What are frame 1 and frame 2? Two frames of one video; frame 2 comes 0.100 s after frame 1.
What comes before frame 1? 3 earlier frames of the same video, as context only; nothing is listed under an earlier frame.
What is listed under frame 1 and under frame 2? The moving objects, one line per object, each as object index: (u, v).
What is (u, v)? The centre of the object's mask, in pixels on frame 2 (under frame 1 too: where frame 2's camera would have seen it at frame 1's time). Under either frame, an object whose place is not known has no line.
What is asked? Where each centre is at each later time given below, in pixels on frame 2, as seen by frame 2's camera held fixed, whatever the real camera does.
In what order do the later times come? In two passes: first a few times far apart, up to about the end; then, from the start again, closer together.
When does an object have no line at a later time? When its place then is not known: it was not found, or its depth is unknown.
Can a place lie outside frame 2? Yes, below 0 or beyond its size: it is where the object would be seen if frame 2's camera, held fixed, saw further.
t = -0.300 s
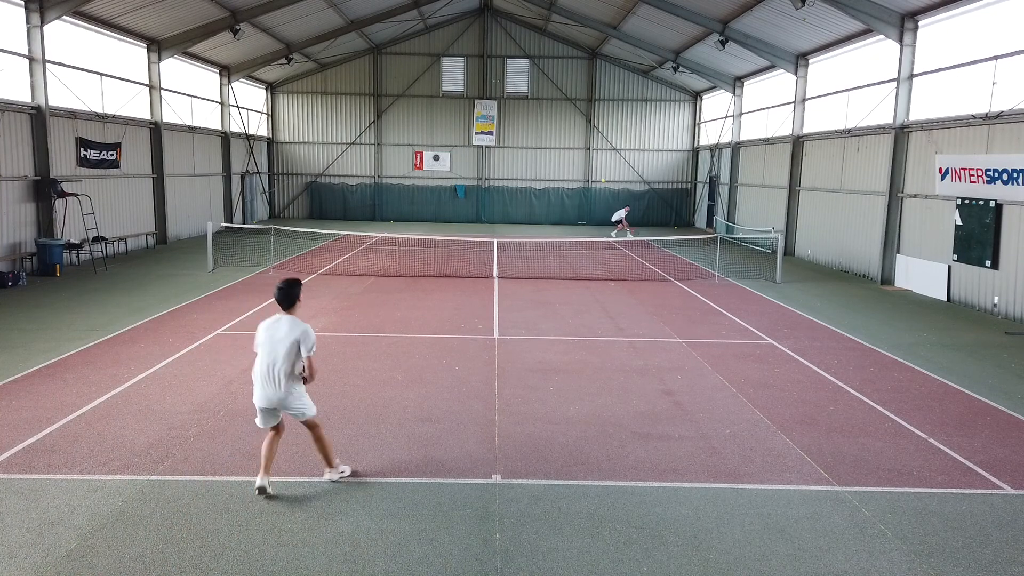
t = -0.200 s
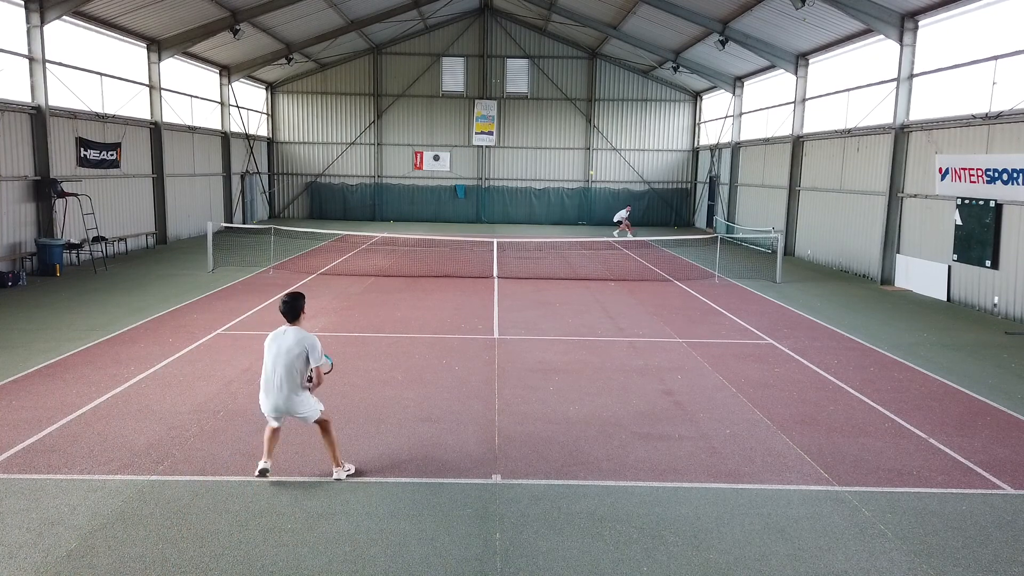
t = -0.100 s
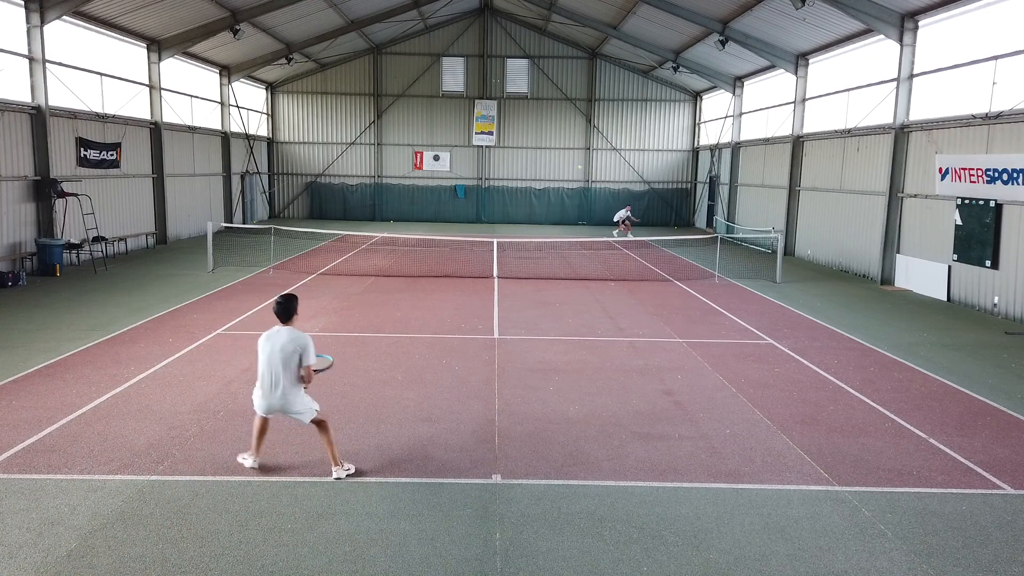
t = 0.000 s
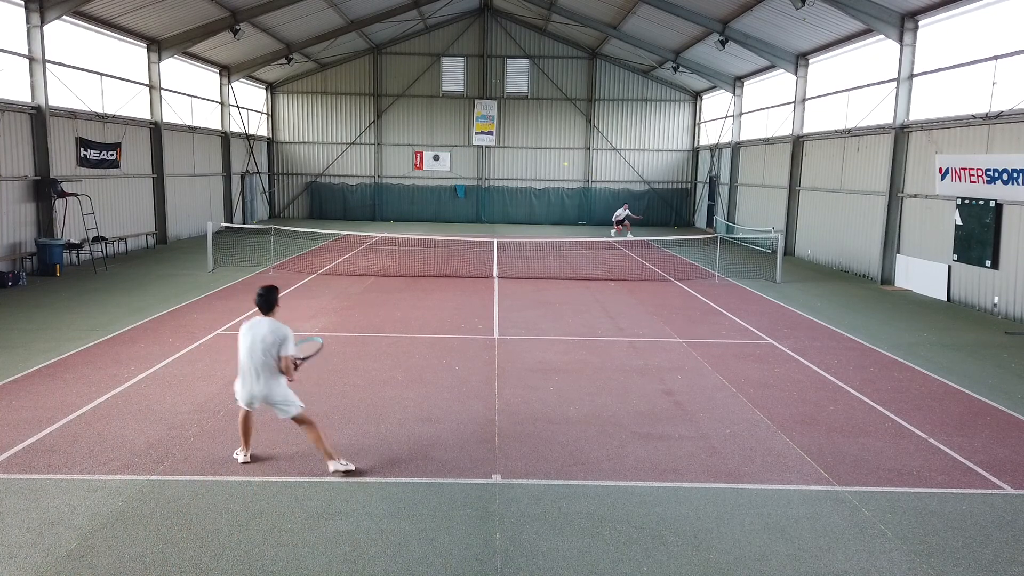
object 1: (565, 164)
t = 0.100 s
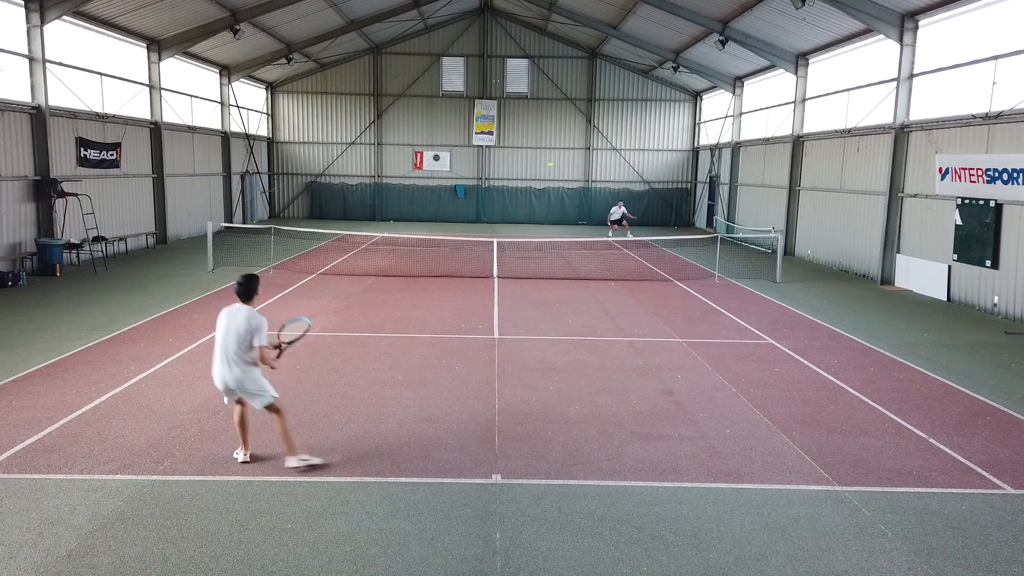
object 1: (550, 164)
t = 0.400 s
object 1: (492, 193)
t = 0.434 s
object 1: (484, 200)
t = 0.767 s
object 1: (377, 326)
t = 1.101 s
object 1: (268, 314)
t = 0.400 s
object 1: (492, 193)
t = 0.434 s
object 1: (484, 200)
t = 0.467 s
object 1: (476, 207)
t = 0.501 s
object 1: (467, 215)
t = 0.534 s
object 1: (457, 225)
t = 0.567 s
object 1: (448, 235)
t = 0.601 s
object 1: (437, 247)
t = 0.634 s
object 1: (426, 260)
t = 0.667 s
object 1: (415, 274)
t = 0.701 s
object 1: (403, 290)
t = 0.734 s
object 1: (390, 307)
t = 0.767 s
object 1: (377, 326)
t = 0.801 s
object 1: (363, 347)
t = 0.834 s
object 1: (349, 367)
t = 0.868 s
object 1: (339, 360)
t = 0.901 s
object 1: (330, 352)
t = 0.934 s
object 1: (321, 344)
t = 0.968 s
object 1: (311, 336)
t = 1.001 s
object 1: (301, 329)
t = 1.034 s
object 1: (291, 324)
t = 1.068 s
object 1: (280, 319)
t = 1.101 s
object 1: (268, 314)
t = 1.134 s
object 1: (257, 311)
